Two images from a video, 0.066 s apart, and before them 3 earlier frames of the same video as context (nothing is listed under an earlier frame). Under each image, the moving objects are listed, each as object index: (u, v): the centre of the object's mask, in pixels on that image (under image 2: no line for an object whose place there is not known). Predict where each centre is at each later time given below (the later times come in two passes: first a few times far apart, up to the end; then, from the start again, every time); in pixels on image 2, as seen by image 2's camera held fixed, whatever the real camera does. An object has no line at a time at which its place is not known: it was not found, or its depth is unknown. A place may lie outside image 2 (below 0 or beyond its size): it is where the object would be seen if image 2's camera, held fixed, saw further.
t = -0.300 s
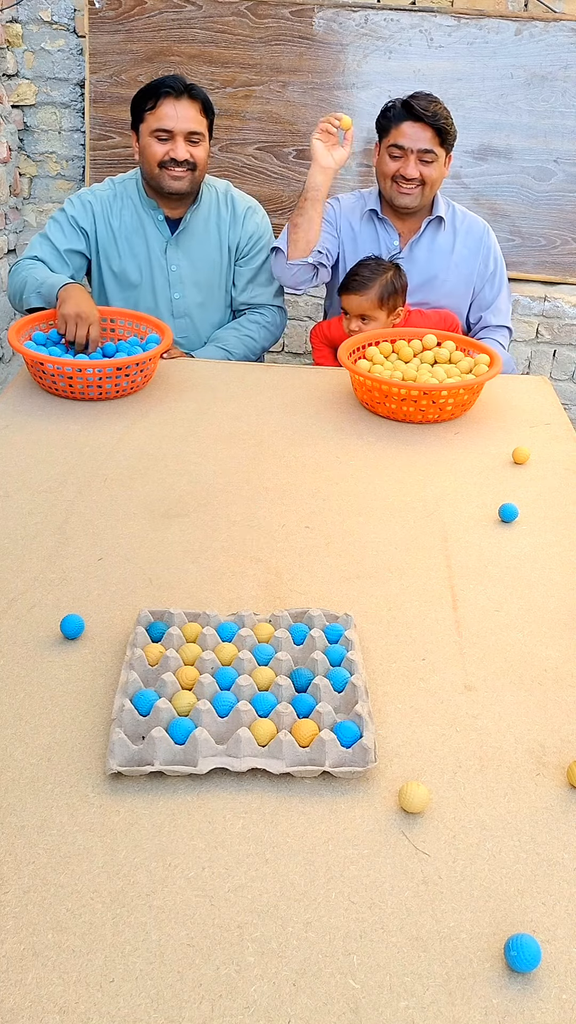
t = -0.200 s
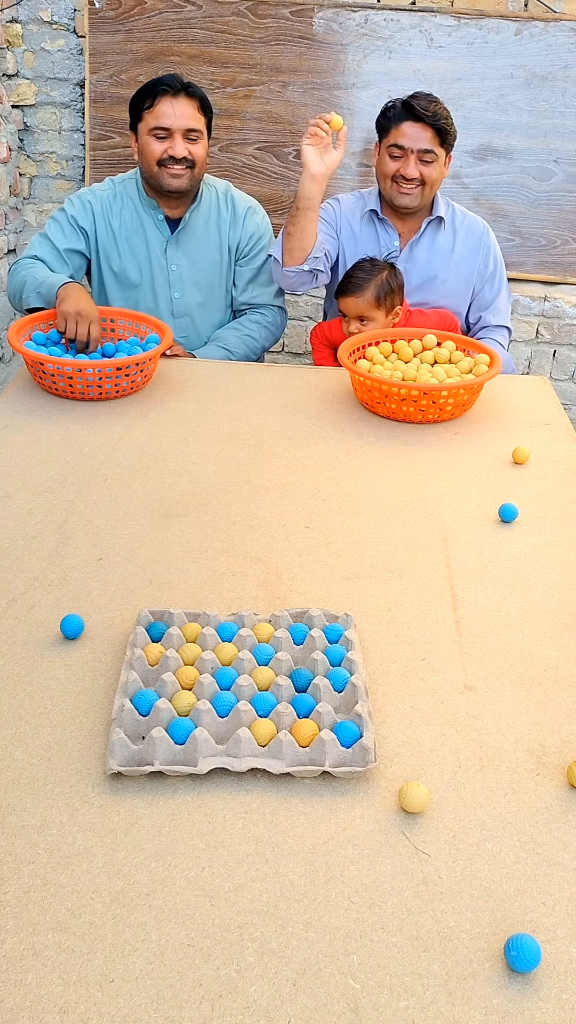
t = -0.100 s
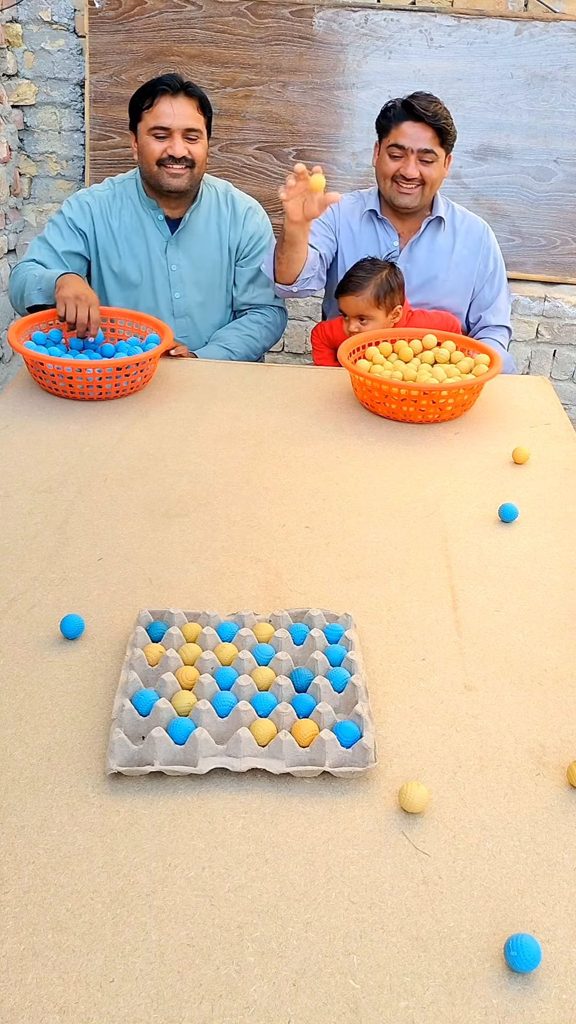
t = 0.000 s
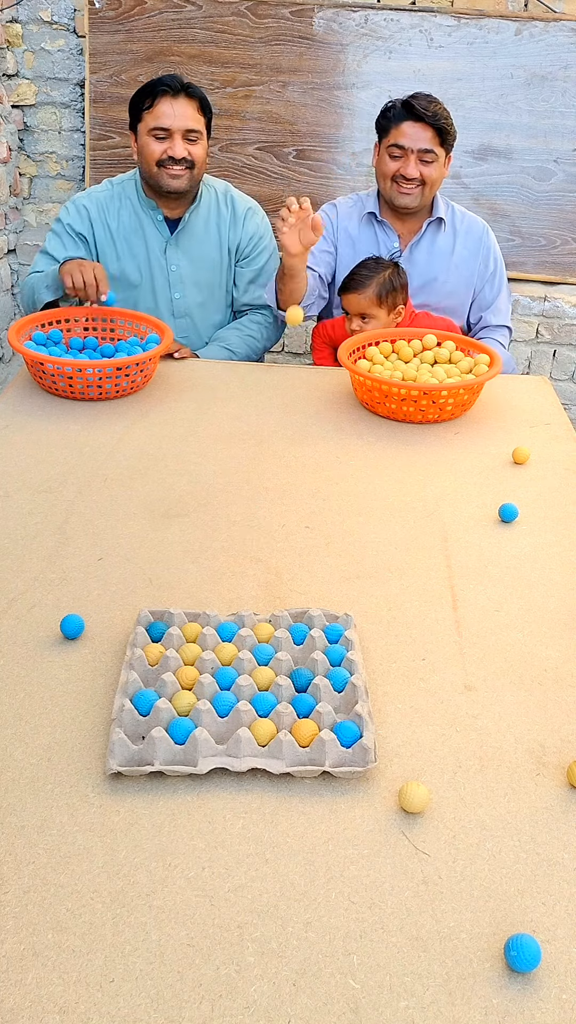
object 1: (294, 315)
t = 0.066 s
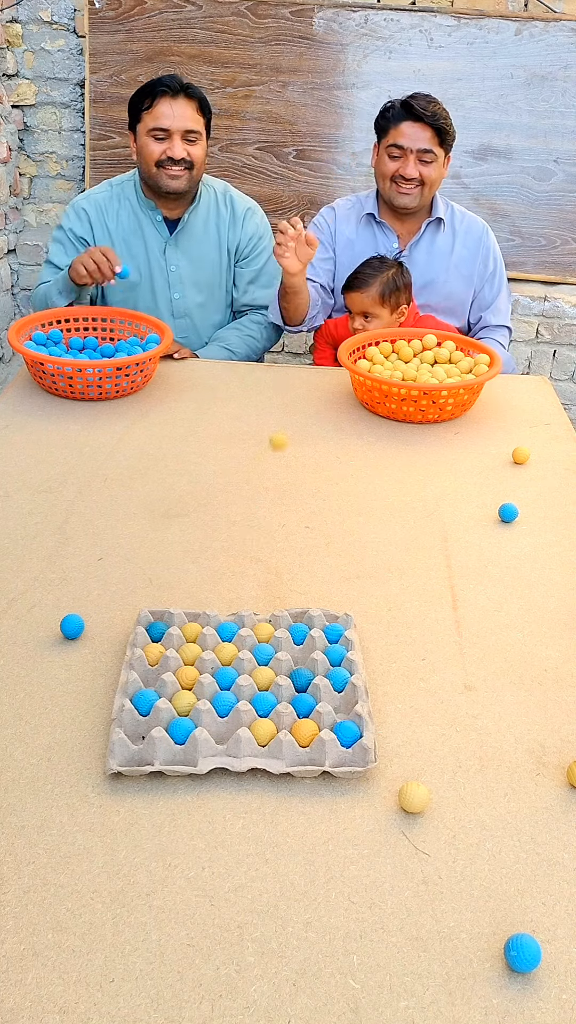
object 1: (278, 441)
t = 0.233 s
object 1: (272, 414)
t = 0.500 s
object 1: (273, 634)
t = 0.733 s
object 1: (165, 698)
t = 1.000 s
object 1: (94, 783)
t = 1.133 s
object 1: (57, 803)
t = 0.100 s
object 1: (272, 482)
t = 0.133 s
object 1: (272, 457)
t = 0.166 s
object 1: (272, 437)
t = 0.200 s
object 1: (272, 423)
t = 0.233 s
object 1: (272, 414)
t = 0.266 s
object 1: (272, 414)
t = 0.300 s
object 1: (273, 419)
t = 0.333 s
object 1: (273, 434)
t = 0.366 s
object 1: (273, 457)
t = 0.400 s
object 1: (272, 489)
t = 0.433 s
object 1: (273, 530)
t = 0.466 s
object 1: (272, 578)
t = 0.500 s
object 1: (273, 634)
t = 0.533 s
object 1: (260, 663)
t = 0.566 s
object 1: (236, 665)
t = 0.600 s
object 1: (213, 671)
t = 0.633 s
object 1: (194, 678)
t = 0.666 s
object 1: (177, 693)
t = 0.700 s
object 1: (171, 691)
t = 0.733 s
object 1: (165, 698)
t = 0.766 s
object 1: (159, 713)
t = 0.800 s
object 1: (150, 722)
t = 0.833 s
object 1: (140, 735)
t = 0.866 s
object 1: (131, 755)
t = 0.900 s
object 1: (122, 754)
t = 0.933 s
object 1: (112, 761)
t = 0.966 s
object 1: (103, 775)
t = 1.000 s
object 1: (94, 783)
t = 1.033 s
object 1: (83, 778)
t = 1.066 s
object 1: (73, 780)
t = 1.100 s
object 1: (65, 790)
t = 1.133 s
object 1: (57, 803)
